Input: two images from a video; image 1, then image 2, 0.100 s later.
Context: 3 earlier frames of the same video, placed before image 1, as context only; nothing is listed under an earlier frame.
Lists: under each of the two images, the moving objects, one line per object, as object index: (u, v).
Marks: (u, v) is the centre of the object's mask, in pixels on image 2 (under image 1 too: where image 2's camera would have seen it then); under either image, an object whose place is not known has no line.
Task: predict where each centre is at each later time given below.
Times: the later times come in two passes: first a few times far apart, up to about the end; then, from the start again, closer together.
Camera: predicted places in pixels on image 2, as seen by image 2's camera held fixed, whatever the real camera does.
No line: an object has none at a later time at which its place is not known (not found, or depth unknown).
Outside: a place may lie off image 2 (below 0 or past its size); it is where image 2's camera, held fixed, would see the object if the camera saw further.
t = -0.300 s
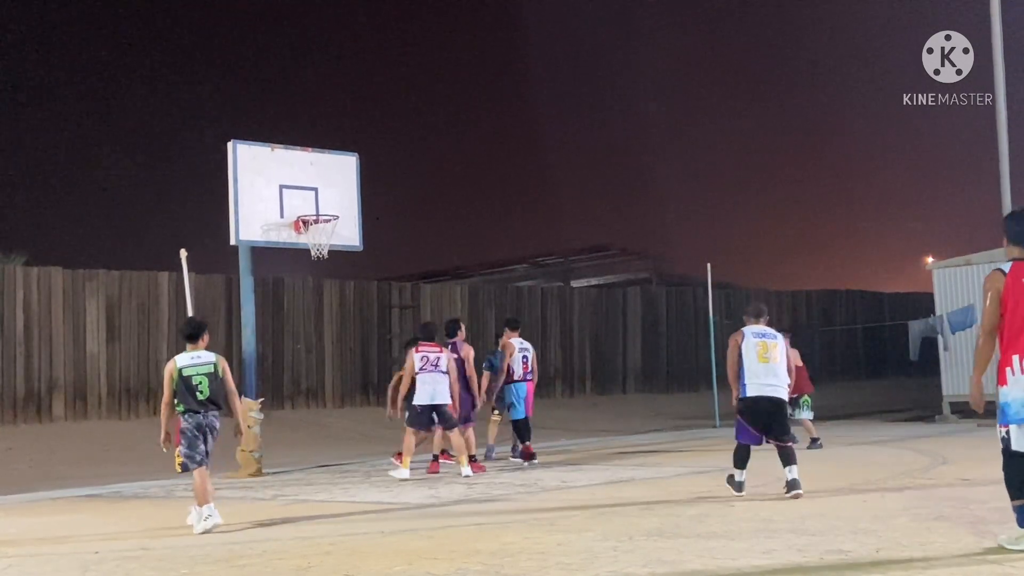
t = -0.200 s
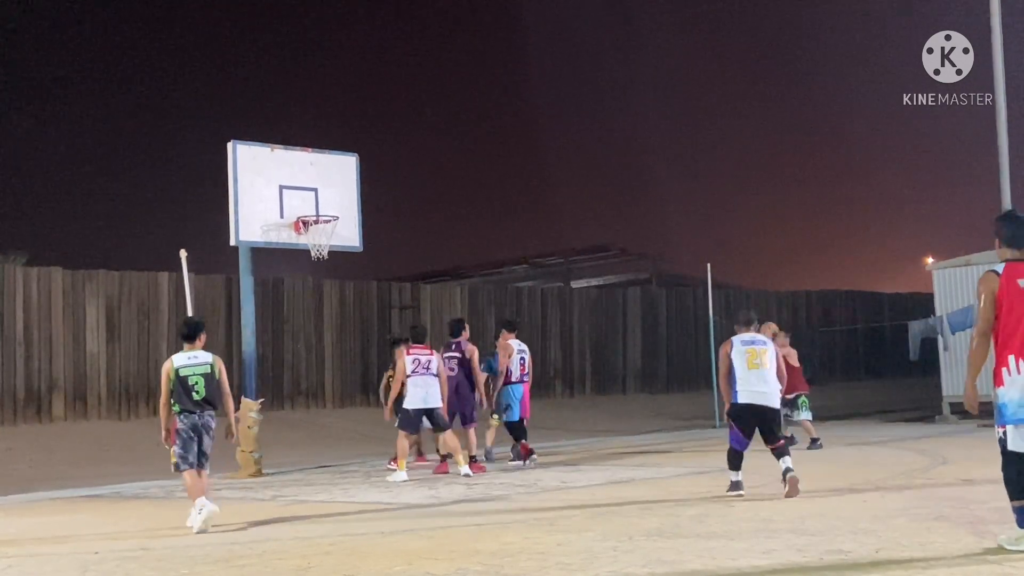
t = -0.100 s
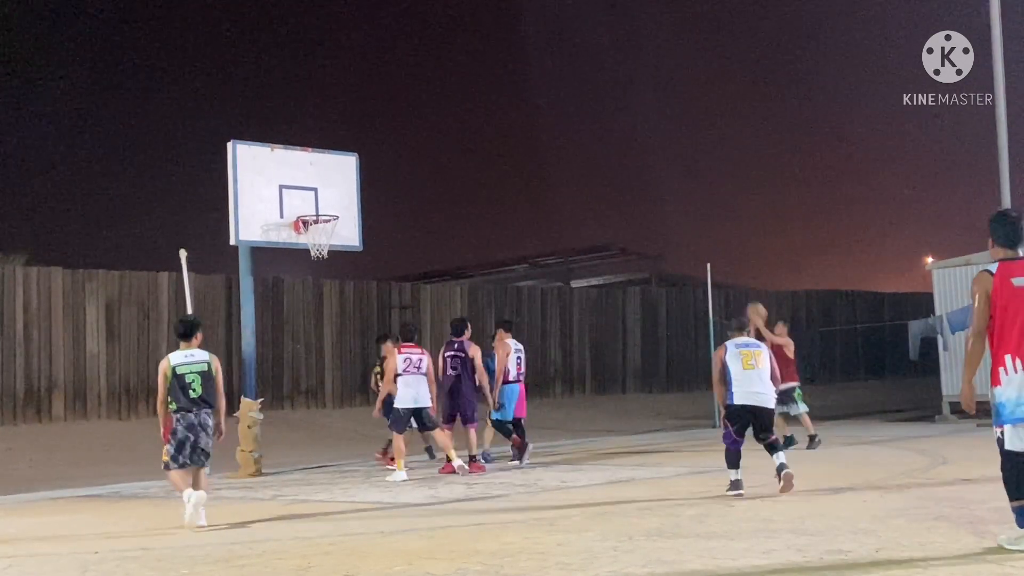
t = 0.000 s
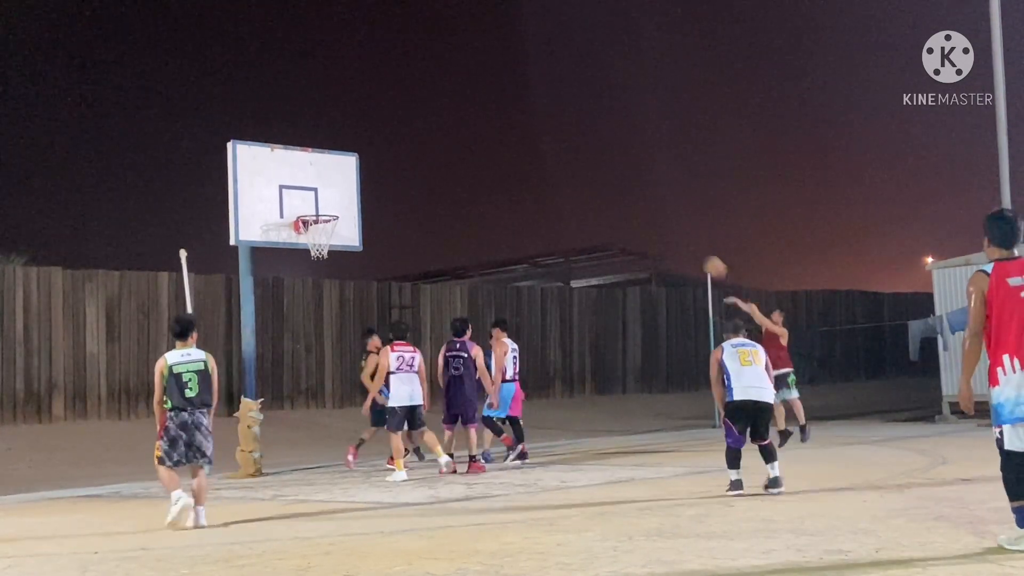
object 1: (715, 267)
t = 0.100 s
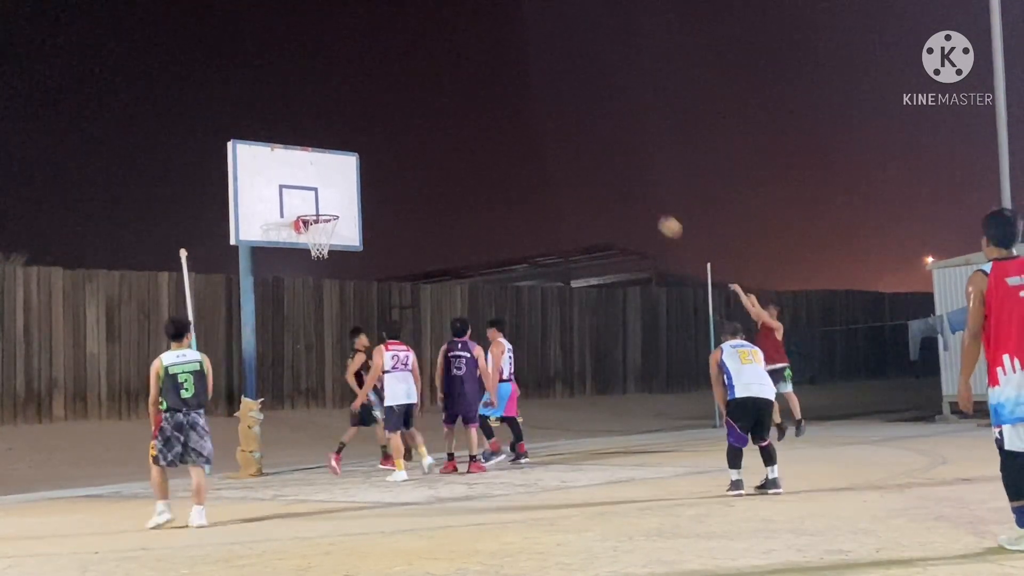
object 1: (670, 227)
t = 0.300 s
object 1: (583, 170)
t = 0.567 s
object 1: (469, 141)
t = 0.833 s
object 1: (360, 166)
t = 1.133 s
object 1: (315, 198)
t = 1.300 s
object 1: (337, 200)
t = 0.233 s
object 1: (612, 186)
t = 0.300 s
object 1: (583, 170)
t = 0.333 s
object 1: (569, 164)
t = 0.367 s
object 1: (555, 158)
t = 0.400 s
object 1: (540, 153)
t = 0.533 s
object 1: (484, 142)
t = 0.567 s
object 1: (469, 141)
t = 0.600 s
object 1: (455, 141)
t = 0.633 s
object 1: (442, 142)
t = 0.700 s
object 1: (413, 147)
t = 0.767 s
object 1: (385, 155)
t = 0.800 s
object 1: (372, 160)
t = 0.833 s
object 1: (360, 166)
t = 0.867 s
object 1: (344, 174)
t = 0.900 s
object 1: (330, 181)
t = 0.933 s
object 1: (317, 191)
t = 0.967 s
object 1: (304, 201)
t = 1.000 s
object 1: (301, 206)
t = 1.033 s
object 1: (304, 207)
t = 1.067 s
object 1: (307, 203)
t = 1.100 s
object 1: (311, 200)
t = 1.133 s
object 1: (315, 198)
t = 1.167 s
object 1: (319, 196)
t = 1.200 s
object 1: (324, 196)
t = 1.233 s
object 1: (328, 196)
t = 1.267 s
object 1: (333, 198)
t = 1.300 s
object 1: (337, 200)
